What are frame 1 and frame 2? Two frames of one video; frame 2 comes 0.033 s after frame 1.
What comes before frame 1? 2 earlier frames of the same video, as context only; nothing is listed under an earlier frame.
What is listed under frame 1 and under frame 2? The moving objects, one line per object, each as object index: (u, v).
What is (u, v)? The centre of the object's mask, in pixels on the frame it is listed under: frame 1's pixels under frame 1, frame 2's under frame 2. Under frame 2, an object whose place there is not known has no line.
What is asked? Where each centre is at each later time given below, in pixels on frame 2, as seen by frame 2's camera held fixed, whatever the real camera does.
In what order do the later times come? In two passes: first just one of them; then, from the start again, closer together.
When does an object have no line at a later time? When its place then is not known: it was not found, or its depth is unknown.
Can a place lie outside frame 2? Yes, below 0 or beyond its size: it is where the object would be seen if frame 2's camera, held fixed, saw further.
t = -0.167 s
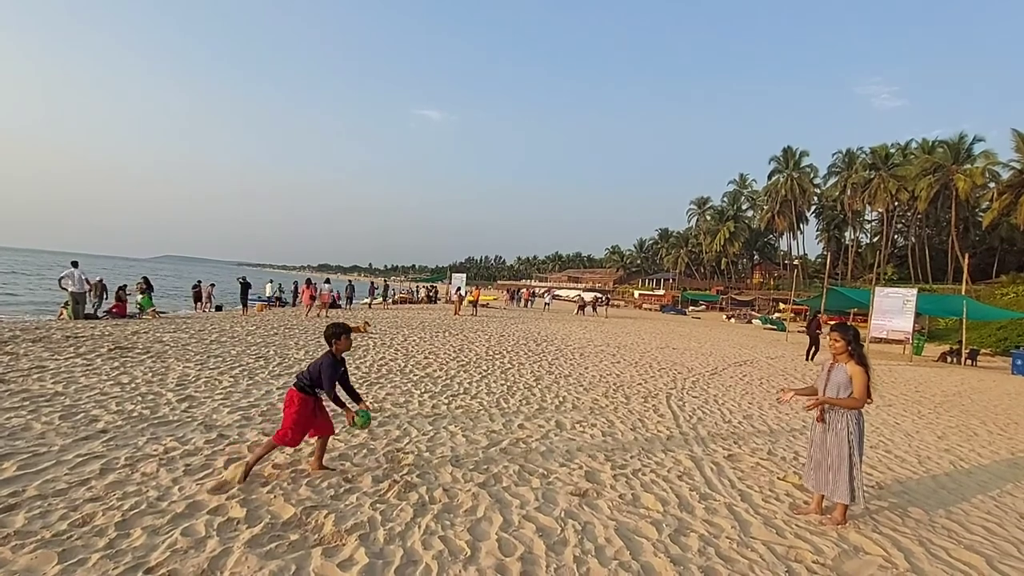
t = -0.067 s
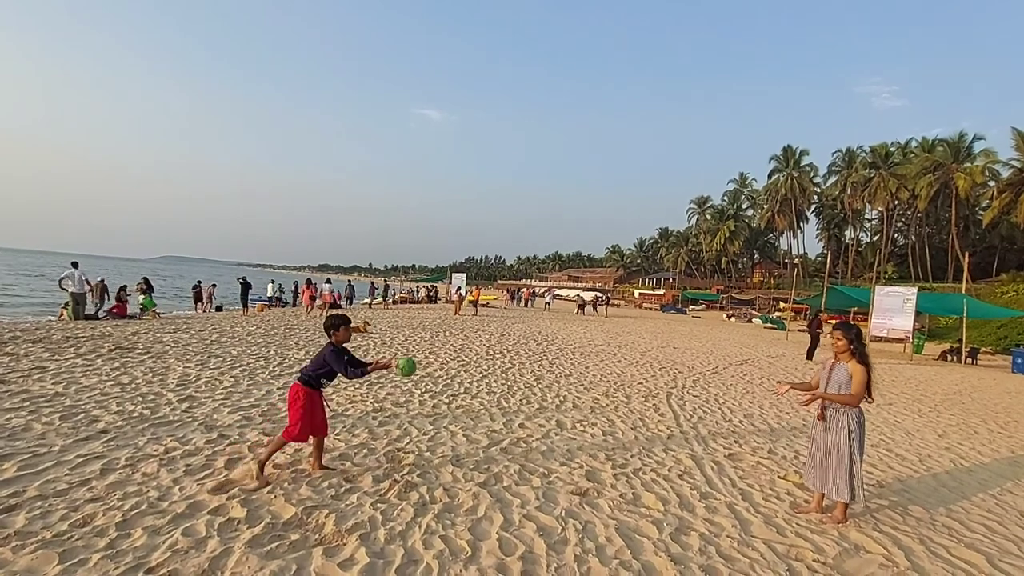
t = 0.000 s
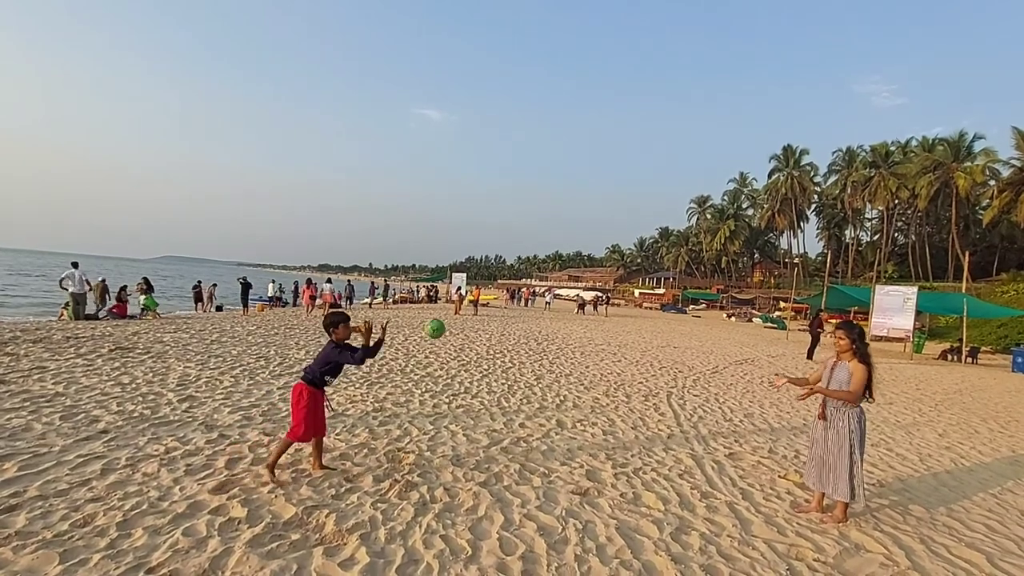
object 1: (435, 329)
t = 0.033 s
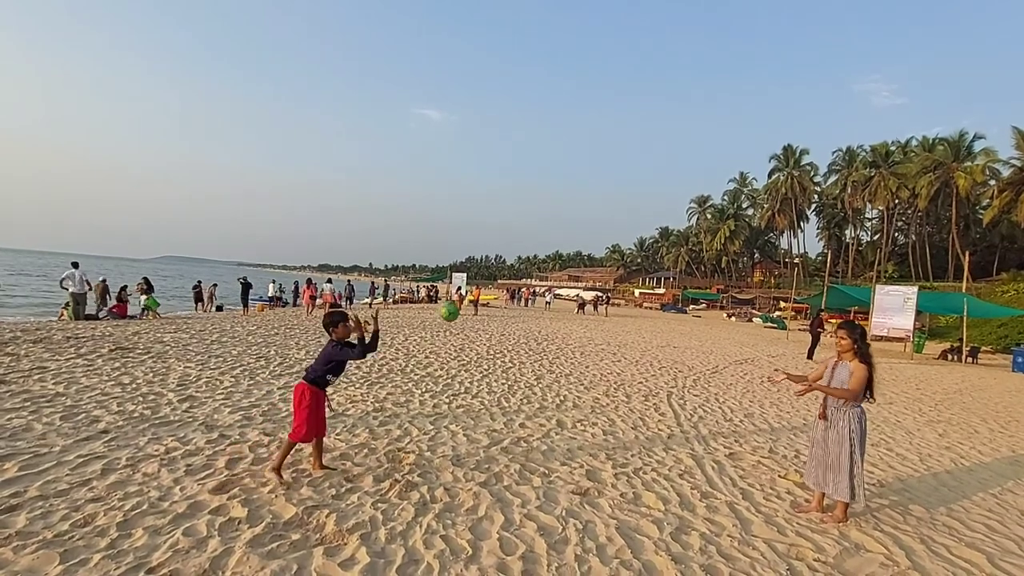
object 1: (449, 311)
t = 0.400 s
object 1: (601, 227)
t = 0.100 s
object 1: (477, 282)
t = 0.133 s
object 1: (490, 270)
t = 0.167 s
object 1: (505, 257)
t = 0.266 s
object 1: (548, 235)
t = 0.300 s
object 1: (561, 231)
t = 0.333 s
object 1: (575, 228)
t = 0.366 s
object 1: (588, 226)
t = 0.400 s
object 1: (601, 227)
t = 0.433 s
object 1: (614, 229)
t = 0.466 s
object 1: (627, 232)
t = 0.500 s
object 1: (640, 236)
